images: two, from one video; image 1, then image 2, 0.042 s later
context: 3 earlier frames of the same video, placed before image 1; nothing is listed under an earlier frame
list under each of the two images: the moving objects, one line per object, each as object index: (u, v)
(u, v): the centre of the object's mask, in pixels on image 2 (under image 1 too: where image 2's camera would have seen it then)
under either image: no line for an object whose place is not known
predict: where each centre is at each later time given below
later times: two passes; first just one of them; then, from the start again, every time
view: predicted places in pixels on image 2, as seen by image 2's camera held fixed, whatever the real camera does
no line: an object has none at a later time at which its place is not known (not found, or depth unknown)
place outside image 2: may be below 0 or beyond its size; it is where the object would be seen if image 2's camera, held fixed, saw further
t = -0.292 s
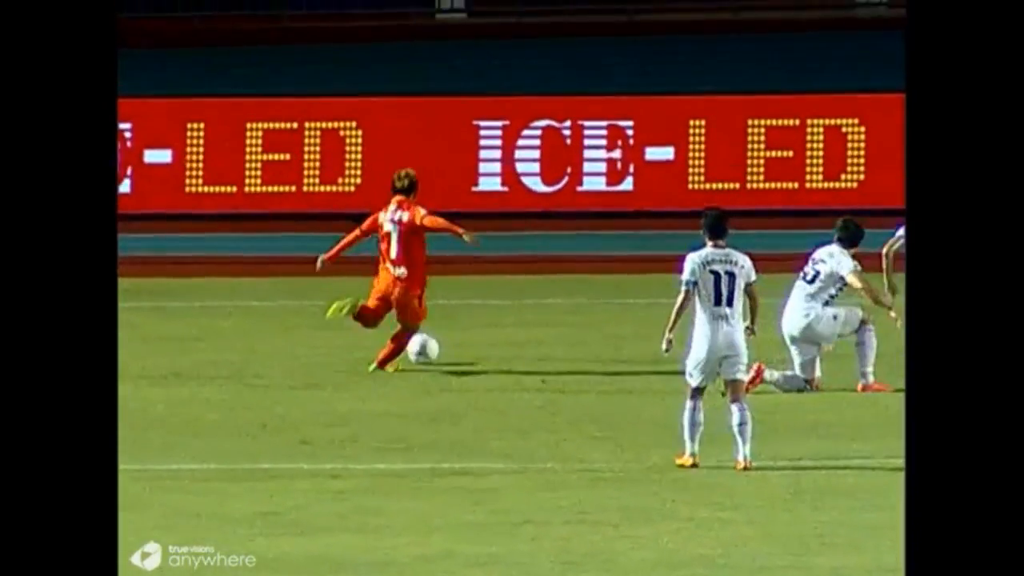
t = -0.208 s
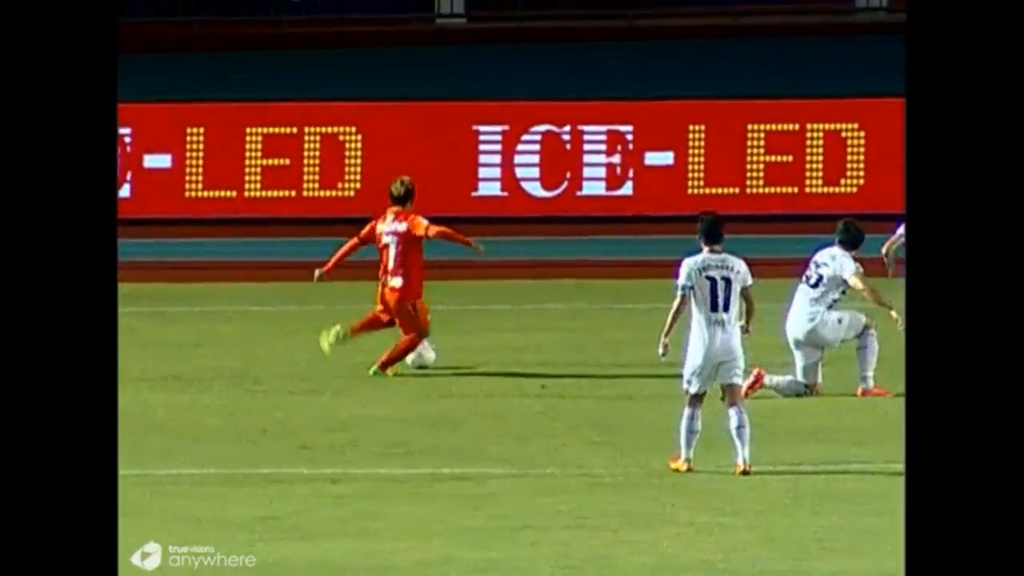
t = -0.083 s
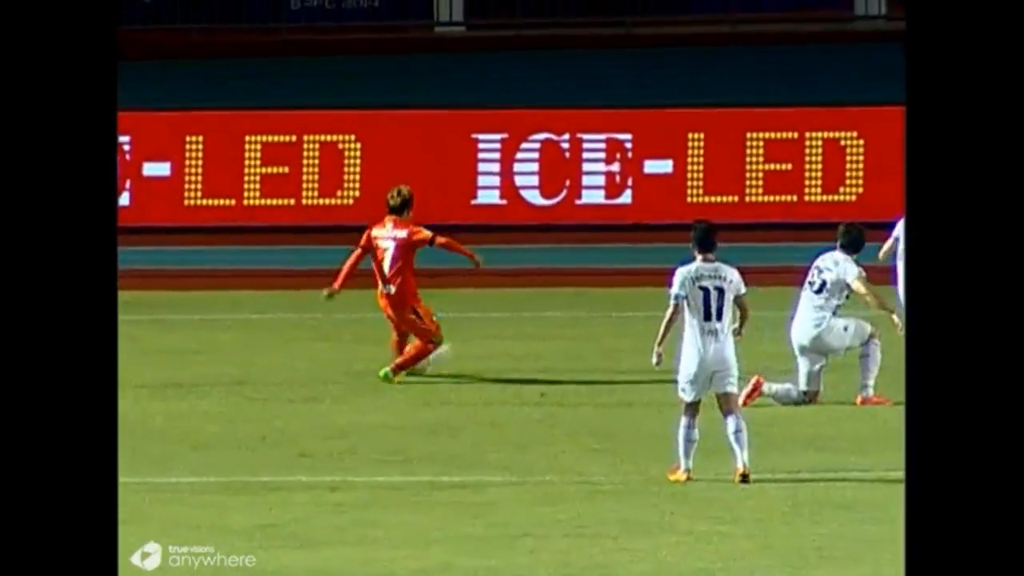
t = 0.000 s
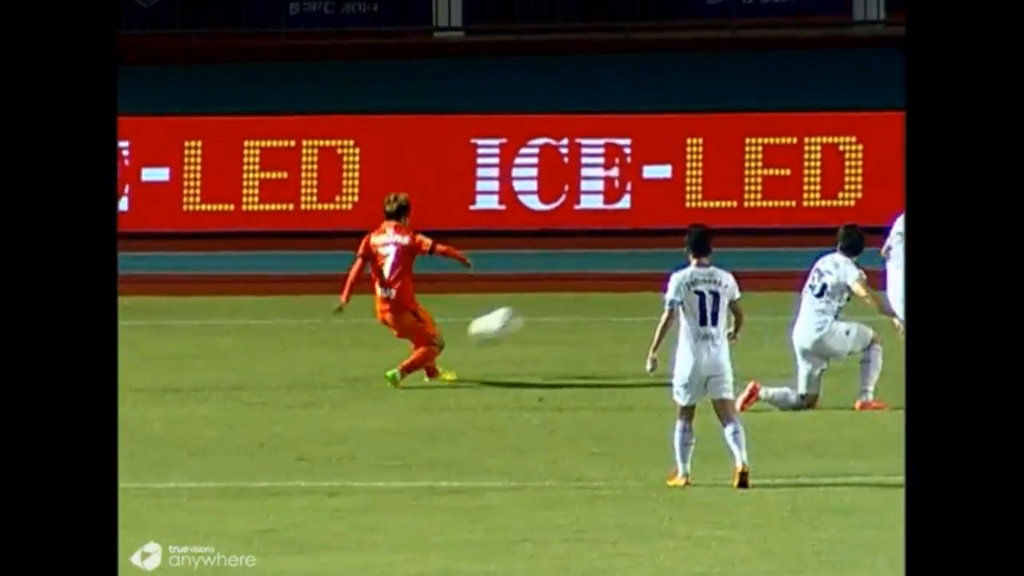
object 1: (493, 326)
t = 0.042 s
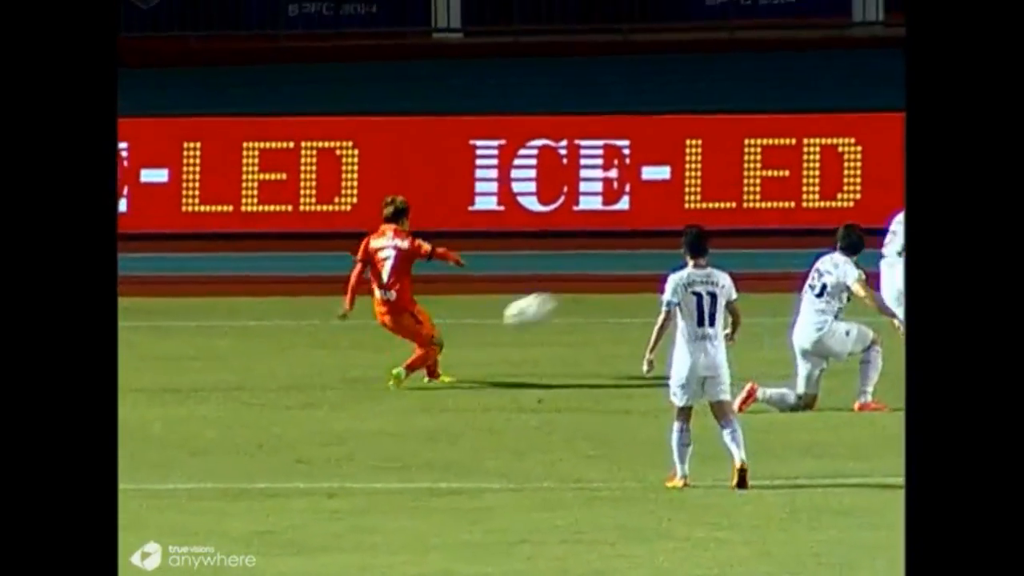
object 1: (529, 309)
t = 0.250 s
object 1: (712, 236)
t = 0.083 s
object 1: (566, 292)
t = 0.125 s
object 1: (601, 279)
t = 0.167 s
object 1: (635, 265)
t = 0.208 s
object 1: (666, 251)
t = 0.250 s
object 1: (712, 236)
